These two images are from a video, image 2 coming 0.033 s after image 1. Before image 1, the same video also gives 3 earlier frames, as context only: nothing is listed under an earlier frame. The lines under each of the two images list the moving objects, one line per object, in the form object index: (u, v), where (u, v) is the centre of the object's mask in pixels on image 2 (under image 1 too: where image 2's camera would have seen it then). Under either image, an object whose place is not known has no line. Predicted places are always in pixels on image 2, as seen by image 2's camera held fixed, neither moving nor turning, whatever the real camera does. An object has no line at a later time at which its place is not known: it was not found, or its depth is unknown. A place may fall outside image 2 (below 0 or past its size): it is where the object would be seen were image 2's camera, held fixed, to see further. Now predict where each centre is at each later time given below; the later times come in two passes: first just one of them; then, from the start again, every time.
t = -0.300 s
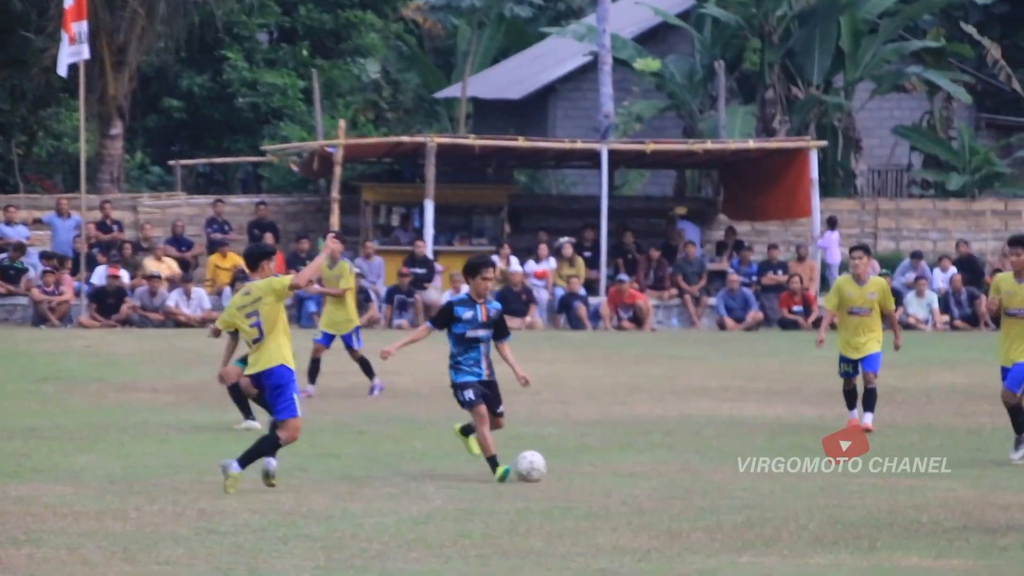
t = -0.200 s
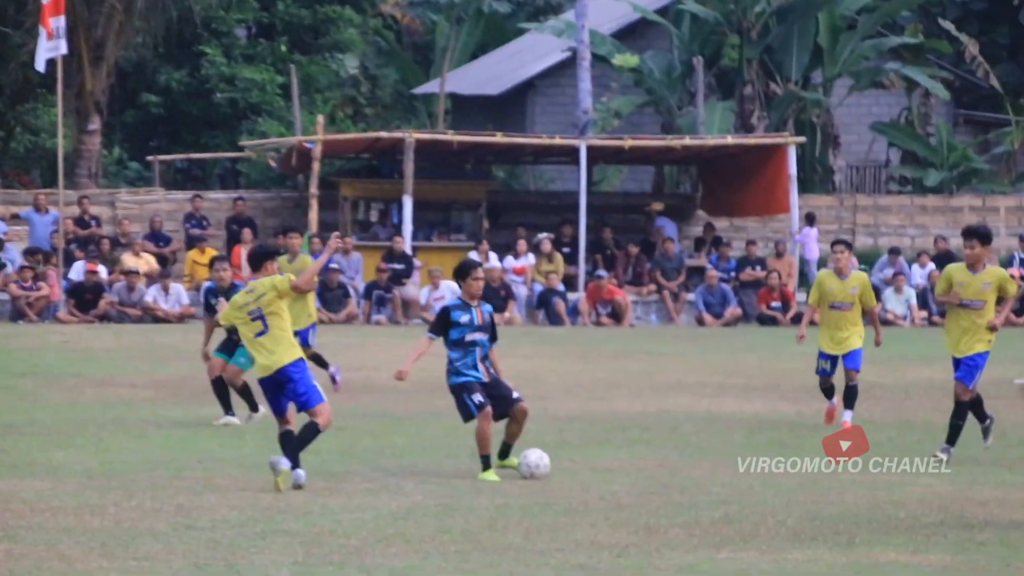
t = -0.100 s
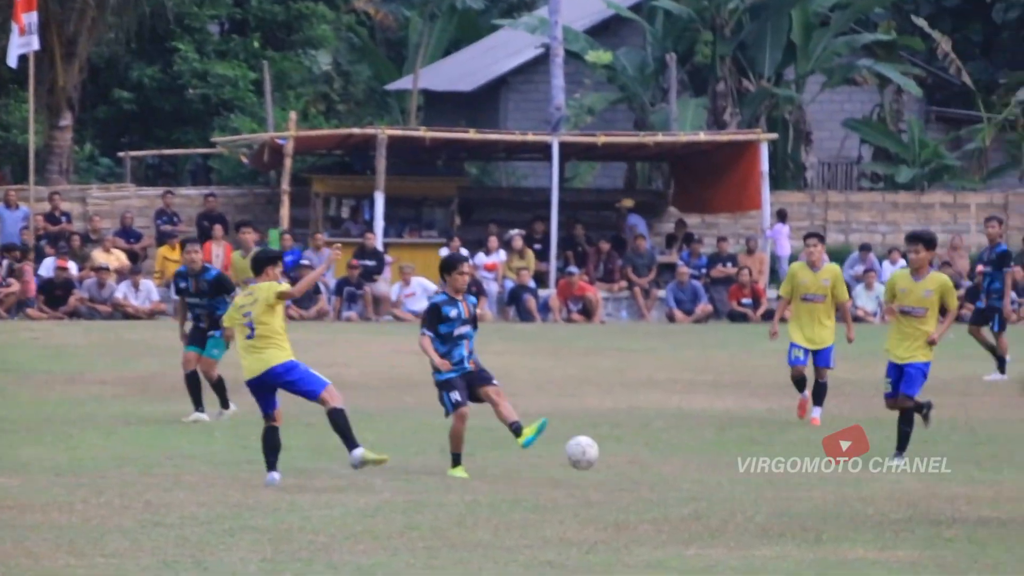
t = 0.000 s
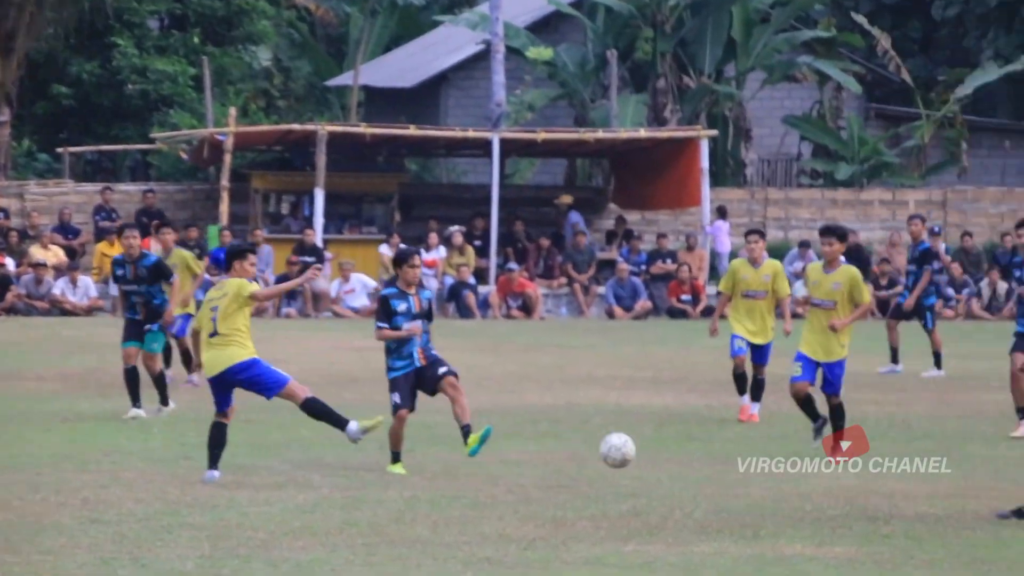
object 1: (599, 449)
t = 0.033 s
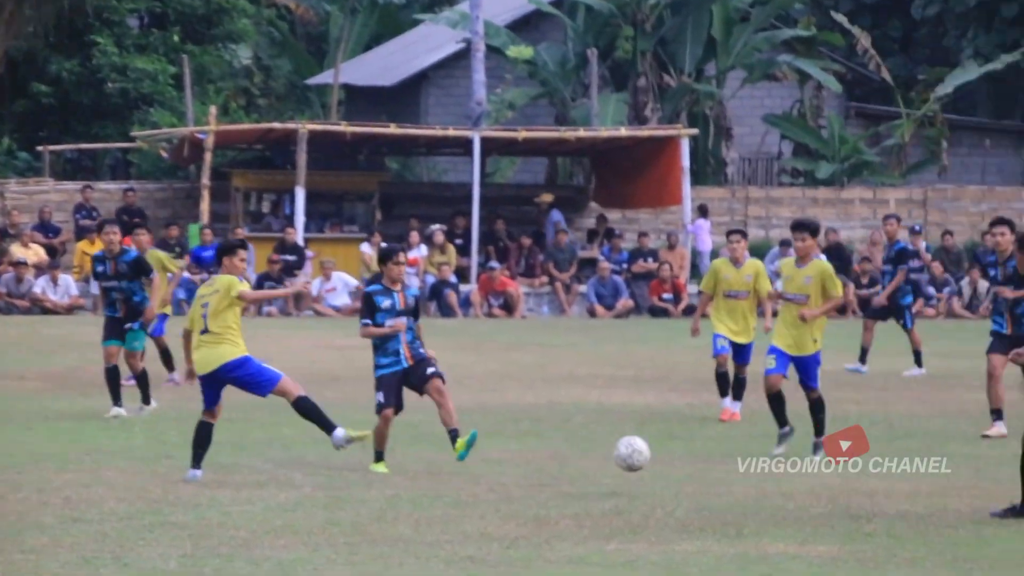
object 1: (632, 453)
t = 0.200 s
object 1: (793, 500)
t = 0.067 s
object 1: (663, 461)
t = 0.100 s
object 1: (698, 470)
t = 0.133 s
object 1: (730, 481)
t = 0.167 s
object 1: (761, 495)
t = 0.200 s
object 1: (793, 500)
